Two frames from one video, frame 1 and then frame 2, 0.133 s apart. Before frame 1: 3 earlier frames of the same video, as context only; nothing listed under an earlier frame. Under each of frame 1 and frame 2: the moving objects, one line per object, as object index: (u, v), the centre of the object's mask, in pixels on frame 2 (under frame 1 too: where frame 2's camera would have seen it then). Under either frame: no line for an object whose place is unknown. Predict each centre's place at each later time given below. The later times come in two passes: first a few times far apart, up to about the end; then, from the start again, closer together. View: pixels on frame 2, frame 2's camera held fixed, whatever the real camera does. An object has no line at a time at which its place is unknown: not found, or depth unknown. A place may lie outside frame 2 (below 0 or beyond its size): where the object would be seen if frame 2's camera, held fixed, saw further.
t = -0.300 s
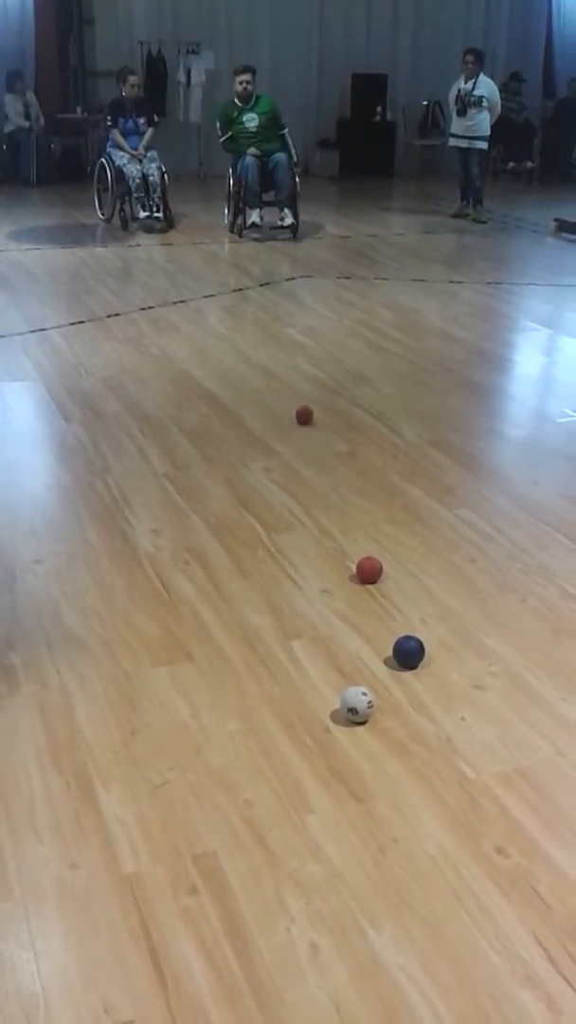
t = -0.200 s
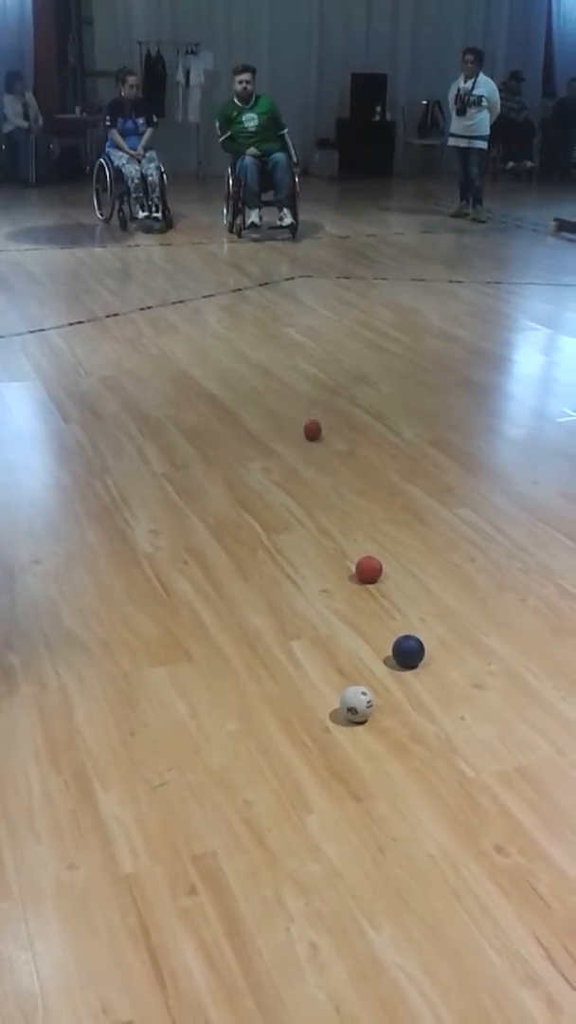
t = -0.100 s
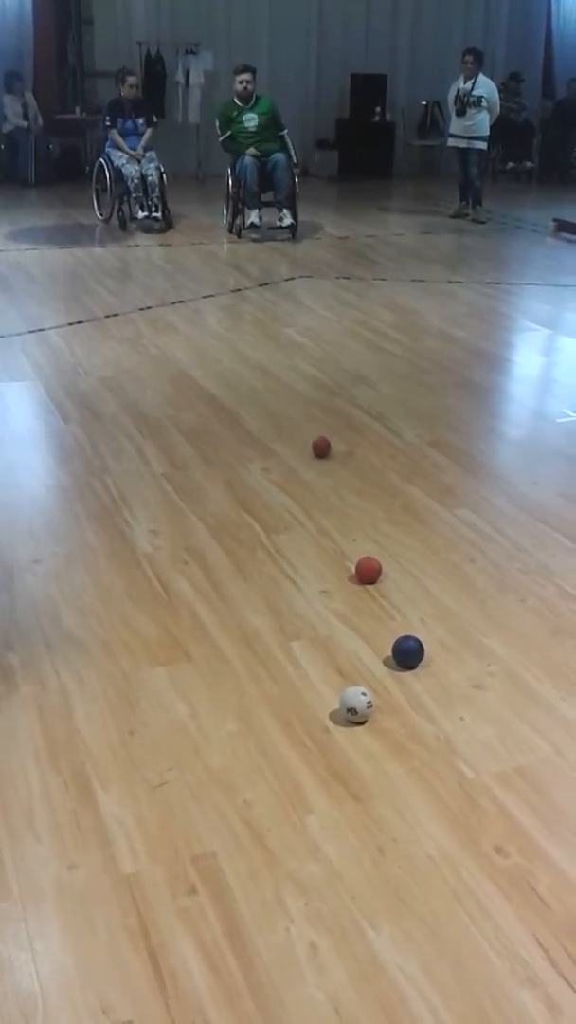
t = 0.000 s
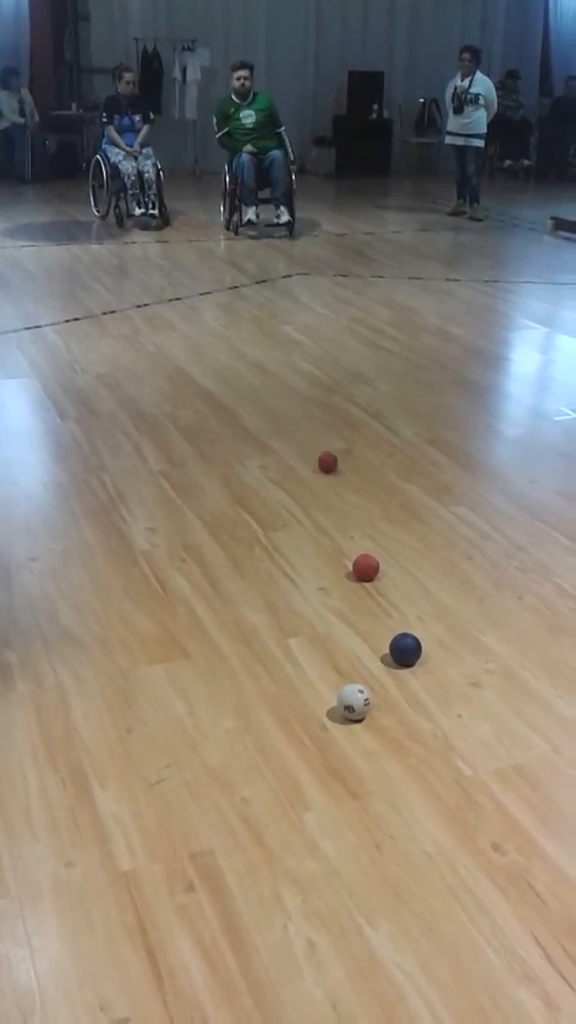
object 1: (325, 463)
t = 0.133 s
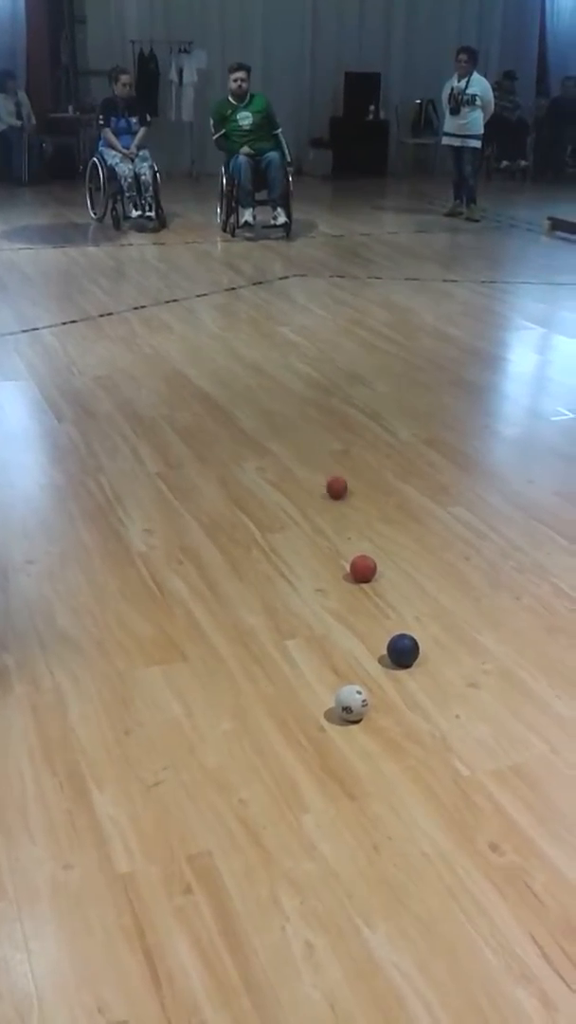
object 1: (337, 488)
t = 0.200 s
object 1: (343, 499)
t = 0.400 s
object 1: (361, 539)
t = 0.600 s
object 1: (387, 559)
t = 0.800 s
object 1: (414, 576)
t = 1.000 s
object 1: (428, 582)
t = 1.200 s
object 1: (431, 582)
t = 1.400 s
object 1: (431, 582)
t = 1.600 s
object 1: (431, 582)
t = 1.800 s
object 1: (431, 582)
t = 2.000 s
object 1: (431, 582)
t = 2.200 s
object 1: (431, 582)
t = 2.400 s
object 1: (431, 582)
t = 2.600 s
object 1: (431, 582)
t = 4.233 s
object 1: (431, 582)
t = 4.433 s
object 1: (431, 582)
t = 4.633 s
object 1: (431, 582)
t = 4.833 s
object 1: (431, 582)
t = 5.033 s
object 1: (431, 582)
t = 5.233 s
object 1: (431, 582)
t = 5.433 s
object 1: (431, 582)
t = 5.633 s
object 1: (431, 582)
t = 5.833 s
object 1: (431, 582)
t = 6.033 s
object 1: (431, 582)
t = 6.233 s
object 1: (431, 582)
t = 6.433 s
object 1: (432, 582)
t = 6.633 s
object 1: (431, 582)
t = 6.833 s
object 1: (432, 583)
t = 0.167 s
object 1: (340, 493)
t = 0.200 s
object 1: (343, 499)
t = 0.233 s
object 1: (346, 506)
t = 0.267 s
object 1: (349, 513)
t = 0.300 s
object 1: (352, 518)
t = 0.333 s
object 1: (355, 525)
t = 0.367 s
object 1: (358, 531)
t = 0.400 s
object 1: (361, 539)
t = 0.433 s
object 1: (363, 544)
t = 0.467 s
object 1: (368, 548)
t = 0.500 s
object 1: (373, 553)
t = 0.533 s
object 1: (377, 555)
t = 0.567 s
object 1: (382, 556)
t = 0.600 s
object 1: (387, 559)
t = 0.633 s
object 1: (393, 566)
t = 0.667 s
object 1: (398, 572)
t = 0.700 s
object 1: (402, 572)
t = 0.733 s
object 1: (407, 573)
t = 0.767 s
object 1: (411, 575)
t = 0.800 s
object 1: (414, 576)
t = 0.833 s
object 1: (417, 577)
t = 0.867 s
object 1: (420, 579)
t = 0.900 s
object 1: (423, 580)
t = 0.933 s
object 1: (425, 580)
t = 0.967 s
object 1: (427, 581)
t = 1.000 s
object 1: (428, 582)
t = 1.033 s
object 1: (429, 582)
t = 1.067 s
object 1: (431, 583)
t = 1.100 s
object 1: (431, 583)
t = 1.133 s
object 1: (431, 583)
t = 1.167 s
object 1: (432, 582)
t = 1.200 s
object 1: (431, 582)
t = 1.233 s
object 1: (431, 582)
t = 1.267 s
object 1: (431, 582)
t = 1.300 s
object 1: (431, 582)
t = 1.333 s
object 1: (431, 582)
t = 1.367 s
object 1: (432, 582)
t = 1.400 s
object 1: (431, 582)
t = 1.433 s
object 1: (431, 582)
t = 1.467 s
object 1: (431, 582)
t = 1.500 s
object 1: (431, 582)
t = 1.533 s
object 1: (432, 582)
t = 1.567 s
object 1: (431, 582)
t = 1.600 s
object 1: (431, 582)
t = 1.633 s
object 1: (431, 582)
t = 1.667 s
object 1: (431, 582)
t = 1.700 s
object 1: (431, 582)
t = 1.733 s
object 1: (431, 582)
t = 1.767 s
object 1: (431, 582)
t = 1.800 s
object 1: (431, 582)
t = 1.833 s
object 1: (431, 582)
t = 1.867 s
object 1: (431, 582)
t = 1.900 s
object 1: (431, 582)
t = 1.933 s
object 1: (431, 582)
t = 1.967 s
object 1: (431, 582)
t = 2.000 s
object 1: (431, 582)
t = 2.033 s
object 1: (431, 582)
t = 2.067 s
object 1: (431, 582)
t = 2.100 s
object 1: (431, 582)
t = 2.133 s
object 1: (432, 582)
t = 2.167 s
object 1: (431, 582)
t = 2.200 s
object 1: (431, 582)
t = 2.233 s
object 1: (431, 582)
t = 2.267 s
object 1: (431, 582)
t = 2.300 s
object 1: (431, 582)
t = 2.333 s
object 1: (431, 582)
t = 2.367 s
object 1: (431, 582)
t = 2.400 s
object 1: (431, 582)
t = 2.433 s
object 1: (431, 582)
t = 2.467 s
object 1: (431, 582)
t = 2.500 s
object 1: (431, 582)
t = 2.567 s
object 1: (431, 582)
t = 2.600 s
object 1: (431, 582)
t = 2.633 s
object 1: (431, 582)
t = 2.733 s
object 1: (431, 582)
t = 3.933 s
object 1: (431, 583)
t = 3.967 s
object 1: (431, 582)
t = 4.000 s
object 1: (431, 582)
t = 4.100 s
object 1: (431, 582)
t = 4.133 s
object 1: (431, 582)
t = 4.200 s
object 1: (431, 582)
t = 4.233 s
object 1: (431, 582)
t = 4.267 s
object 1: (431, 582)
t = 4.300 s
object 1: (431, 582)
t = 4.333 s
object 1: (431, 582)
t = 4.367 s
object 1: (431, 582)
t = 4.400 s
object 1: (431, 582)
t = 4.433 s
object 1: (431, 582)
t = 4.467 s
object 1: (431, 582)
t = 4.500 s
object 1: (431, 582)
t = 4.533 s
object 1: (431, 582)
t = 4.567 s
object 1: (431, 582)
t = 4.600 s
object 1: (431, 582)
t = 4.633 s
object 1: (431, 582)
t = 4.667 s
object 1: (431, 582)
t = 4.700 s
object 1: (431, 582)
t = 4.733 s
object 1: (431, 582)
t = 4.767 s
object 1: (431, 582)
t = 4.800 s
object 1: (431, 582)
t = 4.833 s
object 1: (431, 582)
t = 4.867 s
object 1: (431, 582)
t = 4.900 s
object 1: (431, 582)
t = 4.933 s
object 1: (431, 582)
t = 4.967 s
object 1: (431, 582)
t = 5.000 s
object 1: (431, 582)
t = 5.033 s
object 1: (431, 582)
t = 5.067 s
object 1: (431, 582)
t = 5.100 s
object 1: (431, 582)
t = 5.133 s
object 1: (431, 582)
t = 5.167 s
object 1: (431, 582)
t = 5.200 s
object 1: (431, 582)
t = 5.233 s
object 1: (431, 582)
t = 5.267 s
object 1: (431, 582)
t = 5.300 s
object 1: (431, 582)
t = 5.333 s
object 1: (431, 582)
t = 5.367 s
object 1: (431, 582)
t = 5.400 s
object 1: (431, 582)
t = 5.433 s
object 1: (431, 582)
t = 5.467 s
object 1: (431, 582)
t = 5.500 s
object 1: (431, 582)
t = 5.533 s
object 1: (431, 582)
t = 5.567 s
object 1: (431, 582)
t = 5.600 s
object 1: (431, 582)
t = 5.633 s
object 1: (431, 582)
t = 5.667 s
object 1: (431, 582)
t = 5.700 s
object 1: (431, 582)
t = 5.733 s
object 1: (432, 582)
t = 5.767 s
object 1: (431, 582)
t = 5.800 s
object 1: (431, 582)
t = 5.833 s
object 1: (431, 582)
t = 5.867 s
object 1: (431, 582)
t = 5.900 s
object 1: (431, 582)
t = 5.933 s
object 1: (431, 582)
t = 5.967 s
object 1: (431, 582)
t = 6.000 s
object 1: (431, 582)
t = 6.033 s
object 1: (431, 582)
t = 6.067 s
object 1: (431, 582)
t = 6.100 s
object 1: (431, 582)
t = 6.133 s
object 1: (431, 582)
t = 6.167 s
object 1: (431, 582)
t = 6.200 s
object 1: (431, 582)
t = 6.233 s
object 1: (431, 582)
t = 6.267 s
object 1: (431, 582)
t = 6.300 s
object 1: (431, 582)
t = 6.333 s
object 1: (431, 582)
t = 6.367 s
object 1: (431, 582)
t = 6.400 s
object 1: (431, 582)
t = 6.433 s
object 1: (432, 582)
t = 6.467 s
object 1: (432, 582)
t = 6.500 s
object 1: (432, 582)
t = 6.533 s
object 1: (432, 582)
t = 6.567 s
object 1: (431, 582)
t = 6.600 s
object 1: (431, 582)
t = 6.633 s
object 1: (431, 582)
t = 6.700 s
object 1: (431, 582)
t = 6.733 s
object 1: (431, 582)
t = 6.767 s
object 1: (432, 582)
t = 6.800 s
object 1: (432, 582)
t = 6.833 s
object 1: (432, 583)
